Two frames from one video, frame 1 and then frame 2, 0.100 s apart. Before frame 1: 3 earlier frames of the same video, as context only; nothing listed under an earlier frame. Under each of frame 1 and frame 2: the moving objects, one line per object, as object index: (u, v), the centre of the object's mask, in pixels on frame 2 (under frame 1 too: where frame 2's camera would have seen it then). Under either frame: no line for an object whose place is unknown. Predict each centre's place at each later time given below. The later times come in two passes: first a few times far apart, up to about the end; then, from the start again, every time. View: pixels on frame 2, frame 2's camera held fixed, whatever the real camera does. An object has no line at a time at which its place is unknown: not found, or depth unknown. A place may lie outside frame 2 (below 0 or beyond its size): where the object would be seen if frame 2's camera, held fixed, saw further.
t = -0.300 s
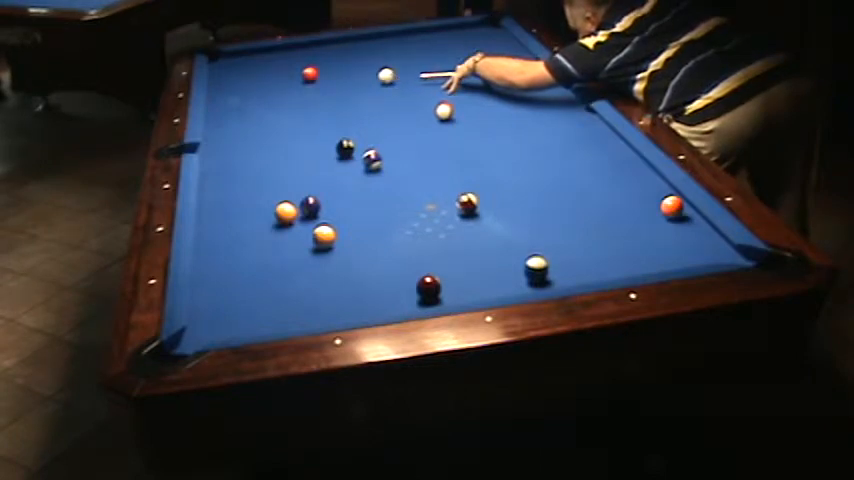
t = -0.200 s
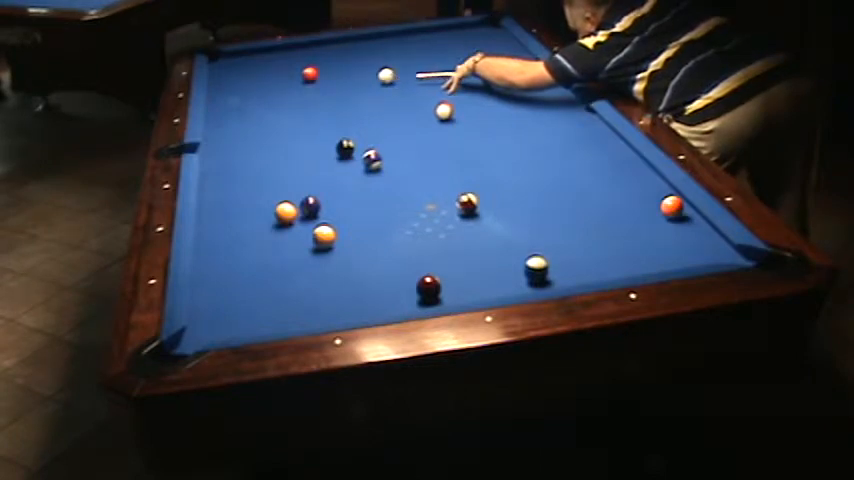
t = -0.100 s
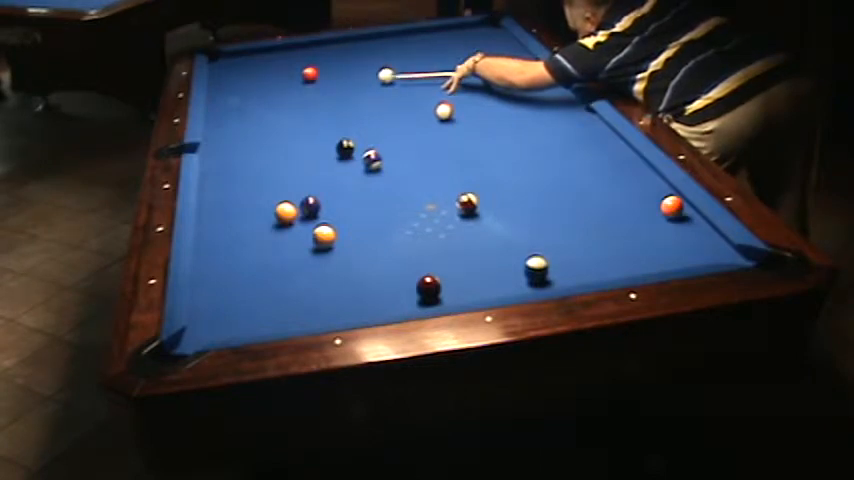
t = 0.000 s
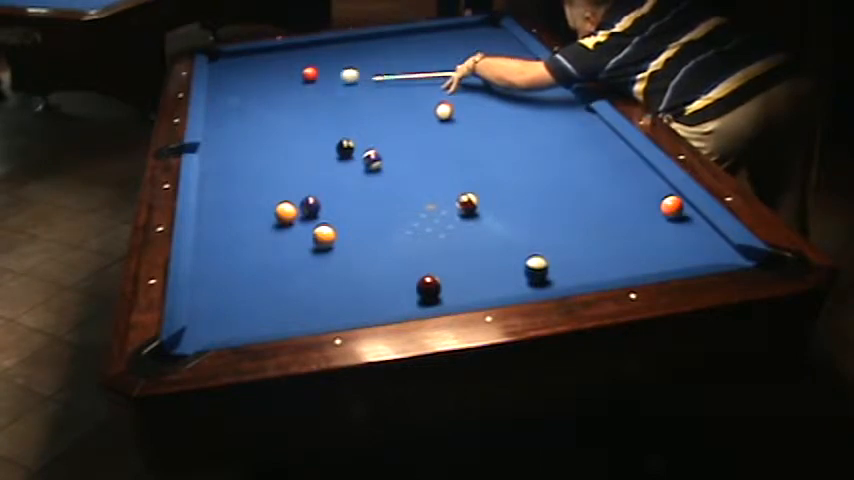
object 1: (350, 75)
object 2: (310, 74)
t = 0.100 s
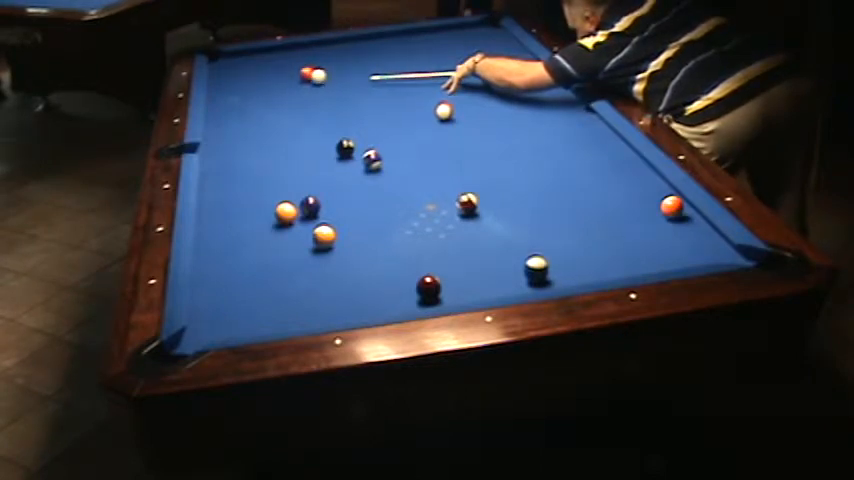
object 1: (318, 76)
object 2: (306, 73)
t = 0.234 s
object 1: (303, 80)
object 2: (286, 70)
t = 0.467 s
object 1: (277, 88)
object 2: (257, 64)
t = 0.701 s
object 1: (252, 95)
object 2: (231, 59)
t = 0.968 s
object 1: (224, 103)
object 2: (208, 57)
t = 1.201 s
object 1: (219, 107)
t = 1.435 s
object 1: (232, 109)
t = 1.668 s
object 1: (246, 112)
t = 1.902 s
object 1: (259, 114)
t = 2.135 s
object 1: (270, 116)
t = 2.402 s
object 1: (283, 118)
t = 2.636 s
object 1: (294, 119)
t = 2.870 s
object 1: (304, 121)
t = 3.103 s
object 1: (313, 122)
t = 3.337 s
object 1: (321, 123)
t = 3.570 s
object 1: (328, 124)
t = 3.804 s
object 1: (334, 124)
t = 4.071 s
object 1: (339, 125)
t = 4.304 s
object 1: (343, 125)
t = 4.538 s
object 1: (345, 126)
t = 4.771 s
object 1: (346, 126)
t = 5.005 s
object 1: (346, 126)
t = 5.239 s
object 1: (346, 126)
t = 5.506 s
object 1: (346, 126)
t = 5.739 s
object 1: (346, 126)
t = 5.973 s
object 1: (346, 126)
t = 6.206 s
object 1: (346, 126)
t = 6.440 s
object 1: (346, 126)
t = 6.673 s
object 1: (346, 126)
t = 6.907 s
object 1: (346, 126)
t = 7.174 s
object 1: (346, 126)
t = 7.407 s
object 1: (346, 126)
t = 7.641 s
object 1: (346, 126)
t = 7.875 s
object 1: (346, 126)
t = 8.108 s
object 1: (346, 126)
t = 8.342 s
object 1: (346, 126)
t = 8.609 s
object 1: (346, 126)
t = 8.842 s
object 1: (346, 126)
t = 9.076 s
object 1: (346, 126)
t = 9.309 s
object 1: (346, 126)
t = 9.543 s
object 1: (346, 126)
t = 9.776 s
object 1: (346, 126)
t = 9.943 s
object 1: (346, 126)
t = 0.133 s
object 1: (314, 77)
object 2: (301, 72)
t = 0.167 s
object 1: (311, 78)
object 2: (295, 71)
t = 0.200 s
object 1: (307, 79)
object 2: (290, 71)
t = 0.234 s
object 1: (303, 80)
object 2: (286, 70)
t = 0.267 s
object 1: (299, 81)
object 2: (281, 69)
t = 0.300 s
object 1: (296, 82)
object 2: (277, 68)
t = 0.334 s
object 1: (292, 84)
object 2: (273, 67)
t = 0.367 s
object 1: (288, 84)
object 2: (269, 66)
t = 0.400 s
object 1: (284, 86)
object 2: (264, 65)
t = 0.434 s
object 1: (281, 87)
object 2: (260, 65)
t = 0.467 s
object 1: (277, 88)
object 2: (257, 64)
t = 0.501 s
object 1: (273, 89)
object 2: (253, 63)
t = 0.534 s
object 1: (270, 90)
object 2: (249, 63)
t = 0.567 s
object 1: (266, 91)
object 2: (246, 62)
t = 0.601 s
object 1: (263, 92)
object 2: (242, 61)
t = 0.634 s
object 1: (259, 93)
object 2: (239, 60)
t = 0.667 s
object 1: (256, 94)
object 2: (234, 60)
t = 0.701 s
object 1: (252, 95)
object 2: (231, 59)
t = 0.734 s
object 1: (248, 95)
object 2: (229, 58)
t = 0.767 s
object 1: (245, 96)
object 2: (226, 57)
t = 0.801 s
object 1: (241, 97)
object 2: (222, 57)
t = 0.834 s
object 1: (238, 98)
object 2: (218, 56)
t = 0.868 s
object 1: (234, 99)
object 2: (215, 55)
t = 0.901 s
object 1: (230, 100)
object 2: (212, 54)
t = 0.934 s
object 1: (227, 101)
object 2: (209, 55)
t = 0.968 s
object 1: (224, 103)
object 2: (208, 57)
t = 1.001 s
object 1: (220, 104)
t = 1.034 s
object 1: (216, 105)
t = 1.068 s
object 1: (213, 106)
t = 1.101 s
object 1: (213, 106)
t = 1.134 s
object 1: (215, 106)
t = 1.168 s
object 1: (217, 107)
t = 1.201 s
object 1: (219, 107)
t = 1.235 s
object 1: (221, 108)
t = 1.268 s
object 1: (223, 107)
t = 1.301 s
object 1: (225, 108)
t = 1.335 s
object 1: (227, 108)
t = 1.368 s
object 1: (229, 109)
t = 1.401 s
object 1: (231, 109)
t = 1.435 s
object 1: (232, 109)
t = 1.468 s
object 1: (235, 110)
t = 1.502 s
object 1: (236, 110)
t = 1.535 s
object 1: (238, 110)
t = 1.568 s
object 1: (240, 111)
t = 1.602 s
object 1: (242, 111)
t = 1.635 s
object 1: (244, 111)
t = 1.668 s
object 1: (246, 112)
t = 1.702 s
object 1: (248, 112)
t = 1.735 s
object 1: (249, 112)
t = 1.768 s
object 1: (252, 112)
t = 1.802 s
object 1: (253, 113)
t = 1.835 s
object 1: (255, 113)
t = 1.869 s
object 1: (257, 113)
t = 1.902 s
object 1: (259, 114)
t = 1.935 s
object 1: (260, 114)
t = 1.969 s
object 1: (262, 115)
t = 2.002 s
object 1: (263, 115)
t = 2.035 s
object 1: (265, 115)
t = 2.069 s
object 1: (267, 115)
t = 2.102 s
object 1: (269, 116)
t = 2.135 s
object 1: (270, 116)
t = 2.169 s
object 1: (272, 116)
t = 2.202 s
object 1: (274, 116)
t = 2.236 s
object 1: (276, 117)
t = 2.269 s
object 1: (277, 117)
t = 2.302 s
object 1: (279, 117)
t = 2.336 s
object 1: (281, 117)
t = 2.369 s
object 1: (282, 118)
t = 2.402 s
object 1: (283, 118)
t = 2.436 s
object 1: (285, 118)
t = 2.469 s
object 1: (287, 118)
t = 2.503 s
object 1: (288, 119)
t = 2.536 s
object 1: (290, 119)
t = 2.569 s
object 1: (291, 119)
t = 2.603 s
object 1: (293, 119)
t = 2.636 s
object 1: (294, 119)
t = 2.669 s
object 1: (296, 120)
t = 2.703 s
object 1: (297, 120)
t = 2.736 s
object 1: (298, 120)
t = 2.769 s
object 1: (300, 120)
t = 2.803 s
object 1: (301, 121)
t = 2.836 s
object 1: (302, 121)
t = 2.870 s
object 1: (304, 121)
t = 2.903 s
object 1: (305, 121)
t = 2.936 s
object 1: (307, 121)
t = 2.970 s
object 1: (308, 122)
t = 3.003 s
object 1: (309, 122)
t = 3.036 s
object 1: (310, 122)
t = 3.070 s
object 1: (311, 122)
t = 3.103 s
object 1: (313, 122)
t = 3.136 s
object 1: (314, 122)
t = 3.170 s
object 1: (315, 122)
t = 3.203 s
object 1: (316, 122)
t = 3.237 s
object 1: (317, 123)
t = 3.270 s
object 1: (319, 123)
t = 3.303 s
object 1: (320, 123)
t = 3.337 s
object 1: (321, 123)
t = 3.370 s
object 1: (322, 123)
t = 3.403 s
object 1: (323, 123)
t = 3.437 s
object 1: (324, 123)
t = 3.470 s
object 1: (325, 123)
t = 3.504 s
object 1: (326, 123)
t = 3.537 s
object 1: (327, 124)
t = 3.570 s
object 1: (328, 124)
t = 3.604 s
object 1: (329, 124)
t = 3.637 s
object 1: (330, 124)
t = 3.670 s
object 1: (331, 124)
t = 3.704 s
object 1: (332, 124)
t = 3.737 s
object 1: (332, 124)
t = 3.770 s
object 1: (333, 124)
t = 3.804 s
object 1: (334, 124)
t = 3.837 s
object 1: (335, 125)
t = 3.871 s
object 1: (335, 124)
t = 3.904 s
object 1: (336, 125)
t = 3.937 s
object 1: (337, 124)
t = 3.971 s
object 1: (337, 125)
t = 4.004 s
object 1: (338, 125)
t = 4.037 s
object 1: (338, 125)
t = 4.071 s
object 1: (339, 125)
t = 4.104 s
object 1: (339, 125)
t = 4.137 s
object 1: (340, 125)
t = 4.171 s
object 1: (341, 125)
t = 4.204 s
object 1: (341, 125)
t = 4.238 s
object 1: (342, 125)
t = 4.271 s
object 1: (342, 126)
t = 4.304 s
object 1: (343, 125)
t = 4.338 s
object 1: (343, 125)
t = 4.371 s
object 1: (343, 126)
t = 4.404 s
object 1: (343, 125)
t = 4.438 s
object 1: (344, 126)
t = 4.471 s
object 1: (344, 126)
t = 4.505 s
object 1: (345, 125)
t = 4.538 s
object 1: (345, 126)
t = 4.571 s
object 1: (345, 126)
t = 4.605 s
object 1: (346, 126)
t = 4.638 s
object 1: (346, 126)
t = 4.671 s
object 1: (346, 126)
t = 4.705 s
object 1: (346, 126)
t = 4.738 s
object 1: (346, 126)
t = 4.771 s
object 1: (346, 126)
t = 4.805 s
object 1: (346, 126)
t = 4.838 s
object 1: (346, 126)
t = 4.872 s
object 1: (346, 126)
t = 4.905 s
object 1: (346, 126)
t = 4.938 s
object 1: (346, 126)
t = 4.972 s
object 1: (346, 126)
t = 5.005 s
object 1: (346, 126)
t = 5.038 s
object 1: (346, 126)
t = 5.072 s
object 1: (346, 126)
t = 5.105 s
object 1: (346, 126)
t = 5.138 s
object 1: (346, 126)
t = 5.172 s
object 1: (346, 126)
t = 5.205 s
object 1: (346, 126)
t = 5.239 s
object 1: (346, 126)
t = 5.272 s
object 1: (346, 126)
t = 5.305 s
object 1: (346, 126)
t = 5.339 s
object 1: (346, 126)
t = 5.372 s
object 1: (346, 126)
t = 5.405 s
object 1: (346, 126)
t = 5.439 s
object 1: (346, 126)
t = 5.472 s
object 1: (346, 126)
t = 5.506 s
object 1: (346, 126)
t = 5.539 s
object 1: (346, 126)
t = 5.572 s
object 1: (346, 126)
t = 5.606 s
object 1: (346, 126)
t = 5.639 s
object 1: (346, 126)
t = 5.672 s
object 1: (346, 126)
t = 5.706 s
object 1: (346, 126)
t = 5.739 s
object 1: (346, 126)
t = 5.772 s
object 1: (346, 126)
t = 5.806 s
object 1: (346, 126)
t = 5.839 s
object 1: (346, 126)
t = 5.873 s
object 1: (346, 126)
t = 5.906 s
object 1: (346, 126)
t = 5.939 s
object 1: (346, 126)
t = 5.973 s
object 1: (346, 126)
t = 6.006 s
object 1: (346, 126)
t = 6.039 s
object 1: (346, 126)
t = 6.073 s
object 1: (346, 126)
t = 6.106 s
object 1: (346, 126)
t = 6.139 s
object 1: (346, 126)
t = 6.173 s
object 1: (346, 126)
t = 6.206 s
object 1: (346, 126)
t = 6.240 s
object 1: (346, 126)
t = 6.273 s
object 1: (346, 126)
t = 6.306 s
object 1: (346, 126)
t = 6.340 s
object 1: (346, 126)
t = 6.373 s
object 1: (346, 126)
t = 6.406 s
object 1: (346, 126)
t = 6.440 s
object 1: (346, 126)
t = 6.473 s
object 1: (346, 126)
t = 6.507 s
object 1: (346, 126)
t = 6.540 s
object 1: (346, 126)
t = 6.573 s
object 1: (346, 126)
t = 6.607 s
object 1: (346, 126)
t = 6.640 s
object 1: (346, 126)
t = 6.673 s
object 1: (346, 126)
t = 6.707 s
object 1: (346, 126)
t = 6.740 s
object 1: (346, 126)
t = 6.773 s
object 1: (346, 126)
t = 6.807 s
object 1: (346, 126)
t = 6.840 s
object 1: (346, 126)
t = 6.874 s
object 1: (346, 126)
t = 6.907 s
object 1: (346, 126)
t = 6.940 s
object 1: (346, 126)
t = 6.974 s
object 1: (346, 126)
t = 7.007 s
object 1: (346, 126)
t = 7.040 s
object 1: (346, 126)
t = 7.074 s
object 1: (346, 126)
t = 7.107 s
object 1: (346, 126)
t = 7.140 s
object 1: (346, 126)
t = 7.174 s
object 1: (346, 126)
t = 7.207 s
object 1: (346, 126)
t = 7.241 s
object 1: (346, 126)
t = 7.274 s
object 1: (346, 126)
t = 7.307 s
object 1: (346, 126)
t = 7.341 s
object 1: (346, 126)
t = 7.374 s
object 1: (346, 126)
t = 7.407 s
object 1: (346, 126)
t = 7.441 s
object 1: (346, 126)
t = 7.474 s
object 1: (346, 126)
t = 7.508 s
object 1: (346, 126)
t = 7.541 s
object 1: (346, 126)
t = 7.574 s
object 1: (346, 126)
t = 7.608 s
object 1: (346, 126)
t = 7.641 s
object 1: (346, 126)
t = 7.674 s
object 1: (346, 126)
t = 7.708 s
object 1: (346, 126)
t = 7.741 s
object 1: (346, 126)
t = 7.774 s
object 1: (346, 126)
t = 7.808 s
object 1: (346, 126)
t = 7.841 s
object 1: (346, 126)
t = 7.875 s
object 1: (346, 126)
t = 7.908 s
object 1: (346, 126)
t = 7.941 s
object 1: (346, 126)
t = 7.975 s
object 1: (346, 126)
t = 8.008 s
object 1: (346, 126)
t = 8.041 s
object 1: (346, 126)
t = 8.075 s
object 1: (346, 126)
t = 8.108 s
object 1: (346, 126)
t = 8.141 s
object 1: (346, 126)
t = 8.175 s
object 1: (346, 126)
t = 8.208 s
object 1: (346, 126)
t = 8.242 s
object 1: (346, 126)
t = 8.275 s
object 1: (346, 126)
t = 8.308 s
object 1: (346, 126)
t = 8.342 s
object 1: (346, 126)
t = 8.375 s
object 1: (346, 126)
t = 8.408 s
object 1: (346, 126)
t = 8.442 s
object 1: (346, 126)
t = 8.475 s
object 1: (346, 126)
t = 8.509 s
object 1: (346, 126)
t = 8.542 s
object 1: (346, 126)
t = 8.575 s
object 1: (346, 126)
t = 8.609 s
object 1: (346, 126)
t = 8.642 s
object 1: (346, 126)
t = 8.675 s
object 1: (346, 126)
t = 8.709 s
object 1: (346, 126)
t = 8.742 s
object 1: (346, 126)
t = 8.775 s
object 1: (346, 126)
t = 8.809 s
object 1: (346, 126)
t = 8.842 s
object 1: (346, 126)
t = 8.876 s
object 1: (346, 126)
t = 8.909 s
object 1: (346, 126)
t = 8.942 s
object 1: (346, 126)
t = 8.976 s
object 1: (346, 126)
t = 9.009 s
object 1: (346, 126)
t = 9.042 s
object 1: (346, 126)
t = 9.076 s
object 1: (346, 126)
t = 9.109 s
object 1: (346, 126)
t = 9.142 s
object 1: (346, 126)
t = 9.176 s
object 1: (346, 126)
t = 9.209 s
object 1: (346, 126)
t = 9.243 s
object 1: (346, 126)
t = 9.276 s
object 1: (346, 126)
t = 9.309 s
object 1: (346, 126)
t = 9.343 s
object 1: (346, 126)
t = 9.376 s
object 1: (346, 126)
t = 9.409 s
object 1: (346, 126)
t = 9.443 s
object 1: (346, 126)
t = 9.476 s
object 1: (346, 126)
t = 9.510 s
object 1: (346, 126)
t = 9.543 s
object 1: (346, 126)
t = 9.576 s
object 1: (346, 126)
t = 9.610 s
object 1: (346, 126)
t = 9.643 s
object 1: (346, 126)
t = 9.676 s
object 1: (346, 126)
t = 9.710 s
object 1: (346, 126)
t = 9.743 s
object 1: (346, 126)
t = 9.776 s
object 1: (346, 126)
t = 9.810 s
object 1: (346, 126)
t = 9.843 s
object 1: (346, 126)
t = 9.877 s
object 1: (346, 126)
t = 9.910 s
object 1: (346, 126)
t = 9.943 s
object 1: (346, 126)
